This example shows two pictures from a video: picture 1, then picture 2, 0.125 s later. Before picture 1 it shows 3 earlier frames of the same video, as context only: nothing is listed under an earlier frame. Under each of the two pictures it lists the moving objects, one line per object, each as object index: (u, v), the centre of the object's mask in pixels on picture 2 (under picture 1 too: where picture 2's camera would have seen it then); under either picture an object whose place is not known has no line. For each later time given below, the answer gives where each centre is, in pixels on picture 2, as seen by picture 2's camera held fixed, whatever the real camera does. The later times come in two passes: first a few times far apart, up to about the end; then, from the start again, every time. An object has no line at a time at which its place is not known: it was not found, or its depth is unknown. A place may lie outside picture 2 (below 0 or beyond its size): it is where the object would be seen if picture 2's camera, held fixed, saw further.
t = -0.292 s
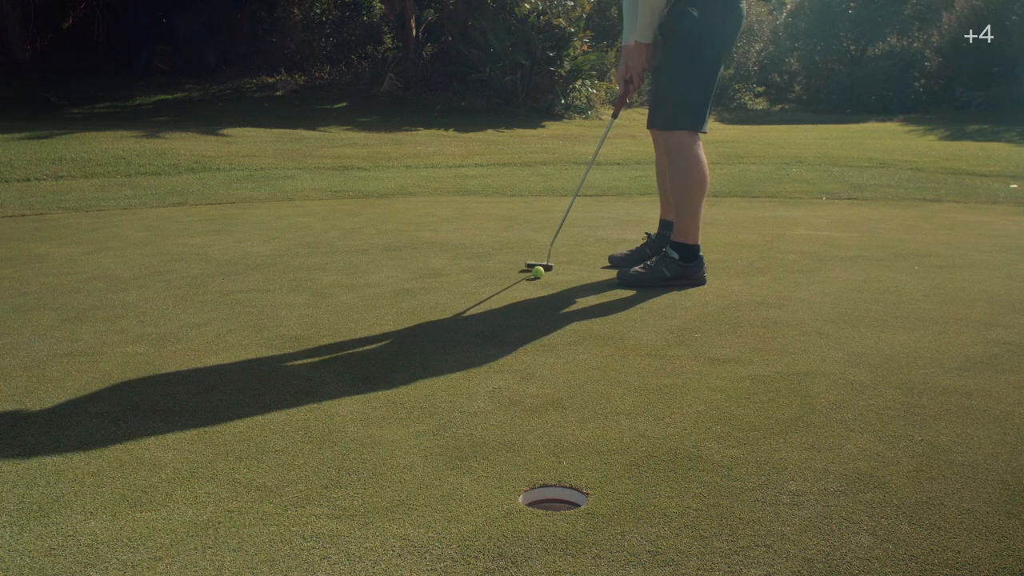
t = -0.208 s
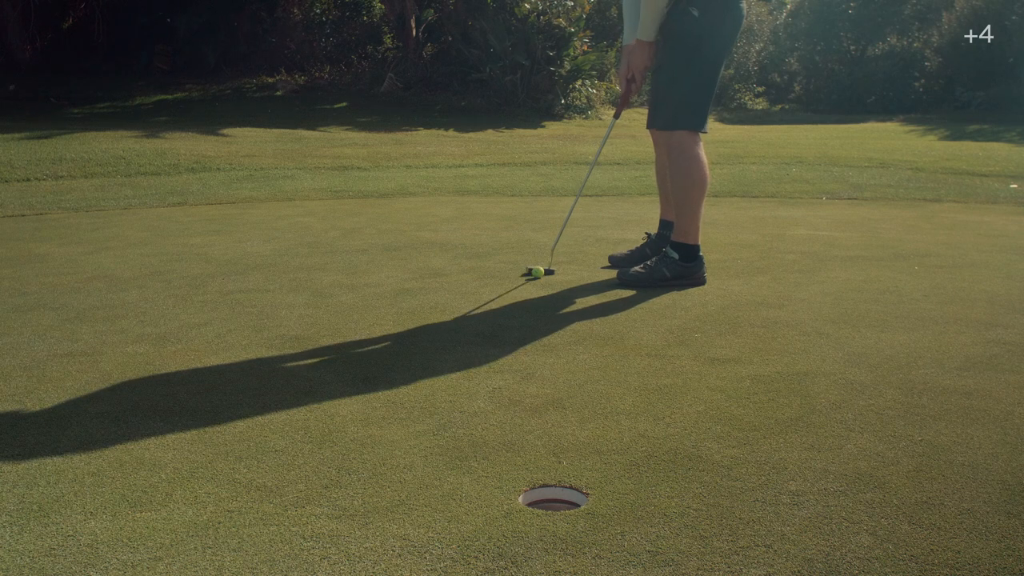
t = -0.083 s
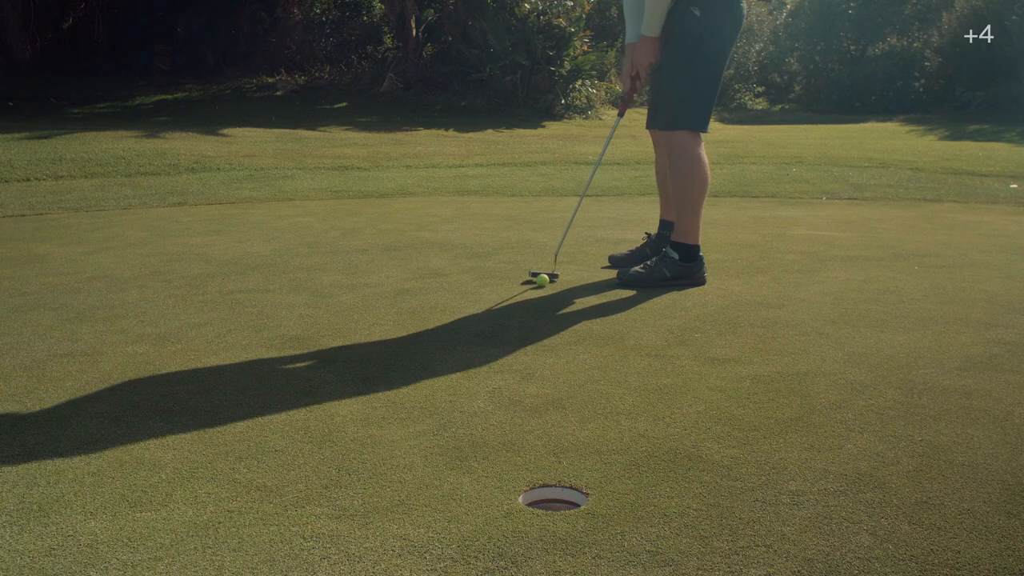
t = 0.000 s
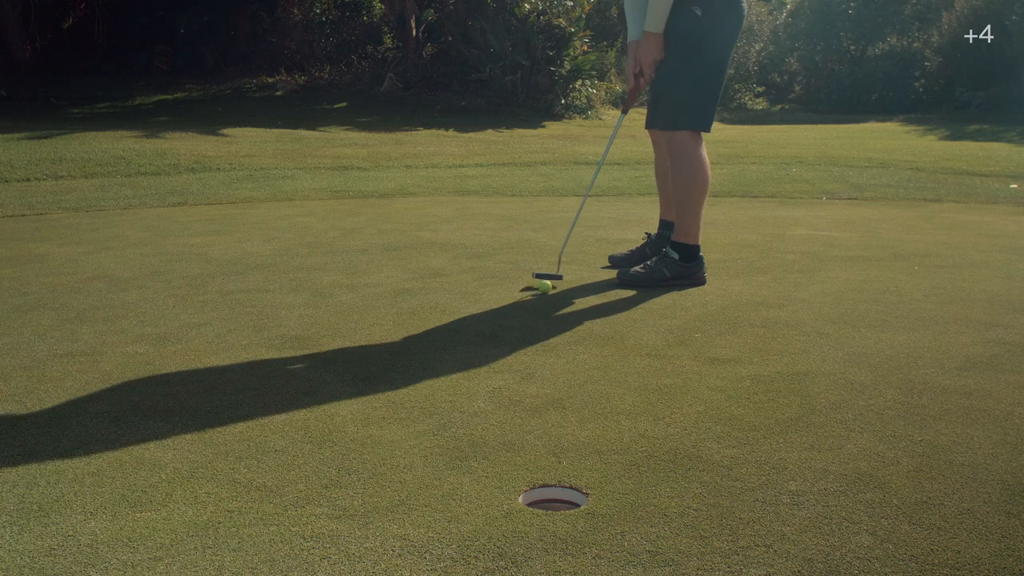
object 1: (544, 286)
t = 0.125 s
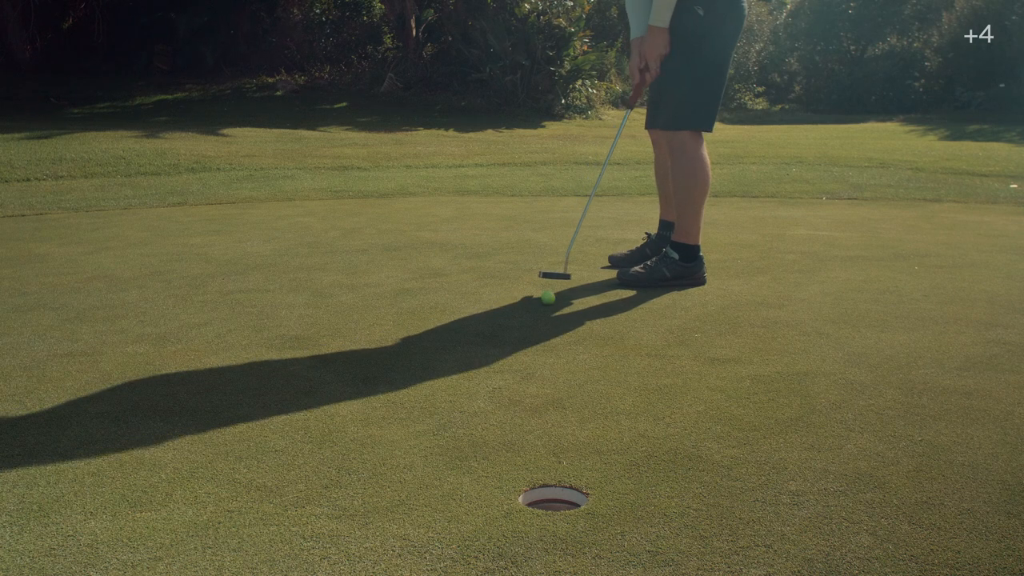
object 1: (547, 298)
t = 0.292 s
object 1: (551, 314)
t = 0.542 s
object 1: (554, 341)
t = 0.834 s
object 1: (555, 379)
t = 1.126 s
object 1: (553, 424)
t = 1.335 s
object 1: (554, 461)
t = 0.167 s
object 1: (549, 302)
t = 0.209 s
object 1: (549, 306)
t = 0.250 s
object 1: (550, 310)
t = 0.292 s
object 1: (551, 314)
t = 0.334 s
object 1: (551, 319)
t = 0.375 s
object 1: (552, 323)
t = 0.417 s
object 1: (552, 328)
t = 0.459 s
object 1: (553, 332)
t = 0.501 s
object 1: (553, 336)
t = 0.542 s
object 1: (554, 341)
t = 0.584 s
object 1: (554, 347)
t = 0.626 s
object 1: (555, 351)
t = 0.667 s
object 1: (555, 357)
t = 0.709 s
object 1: (555, 362)
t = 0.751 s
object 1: (555, 368)
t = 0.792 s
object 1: (555, 373)
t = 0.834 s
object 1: (555, 379)
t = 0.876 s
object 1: (555, 385)
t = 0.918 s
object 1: (554, 391)
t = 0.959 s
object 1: (554, 398)
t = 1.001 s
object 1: (554, 404)
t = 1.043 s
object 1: (554, 411)
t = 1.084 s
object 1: (554, 417)
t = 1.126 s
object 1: (553, 424)
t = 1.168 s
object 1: (553, 432)
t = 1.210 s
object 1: (553, 439)
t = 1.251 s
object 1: (553, 447)
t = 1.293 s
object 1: (554, 454)
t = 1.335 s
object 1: (554, 461)
